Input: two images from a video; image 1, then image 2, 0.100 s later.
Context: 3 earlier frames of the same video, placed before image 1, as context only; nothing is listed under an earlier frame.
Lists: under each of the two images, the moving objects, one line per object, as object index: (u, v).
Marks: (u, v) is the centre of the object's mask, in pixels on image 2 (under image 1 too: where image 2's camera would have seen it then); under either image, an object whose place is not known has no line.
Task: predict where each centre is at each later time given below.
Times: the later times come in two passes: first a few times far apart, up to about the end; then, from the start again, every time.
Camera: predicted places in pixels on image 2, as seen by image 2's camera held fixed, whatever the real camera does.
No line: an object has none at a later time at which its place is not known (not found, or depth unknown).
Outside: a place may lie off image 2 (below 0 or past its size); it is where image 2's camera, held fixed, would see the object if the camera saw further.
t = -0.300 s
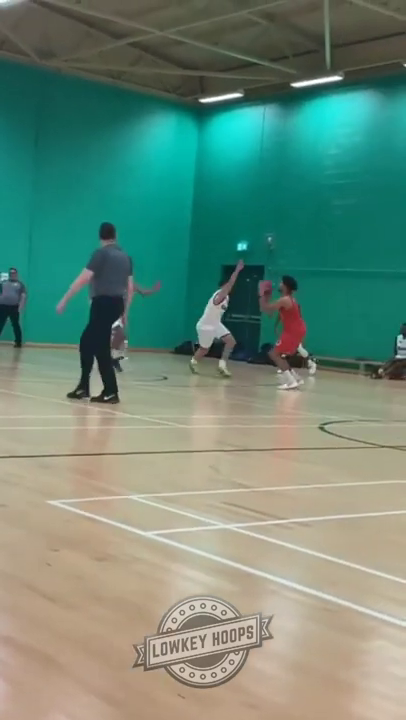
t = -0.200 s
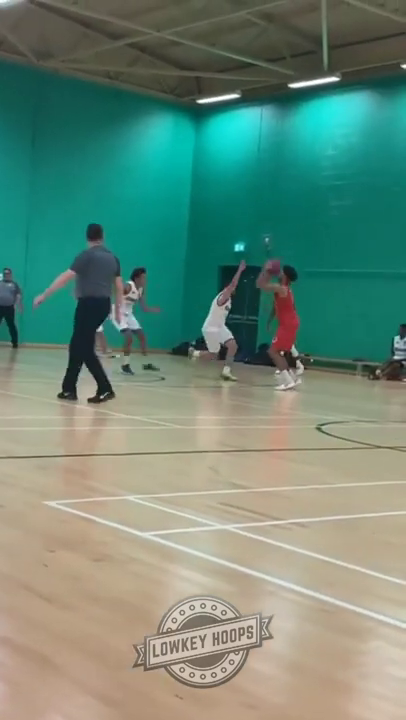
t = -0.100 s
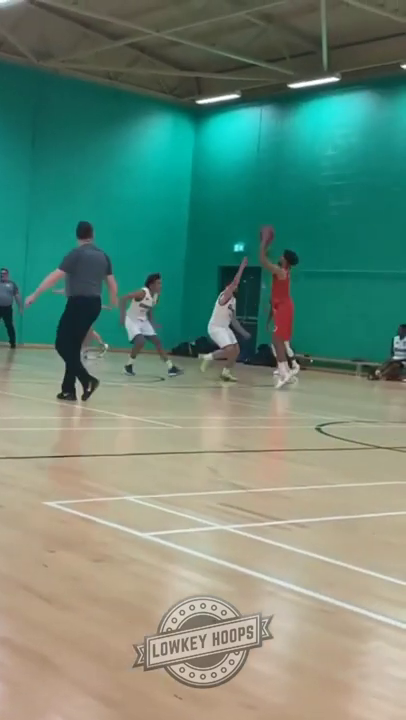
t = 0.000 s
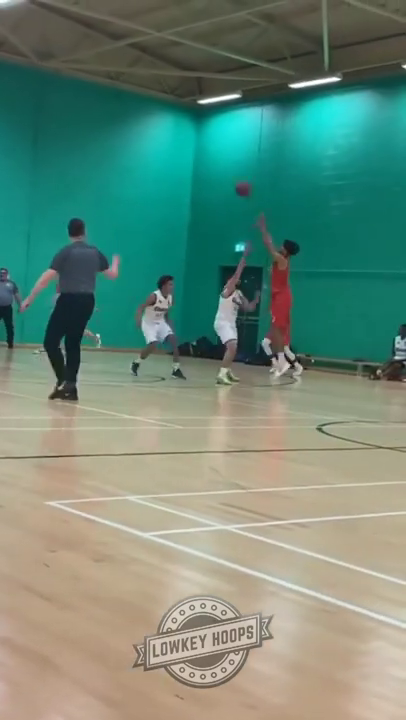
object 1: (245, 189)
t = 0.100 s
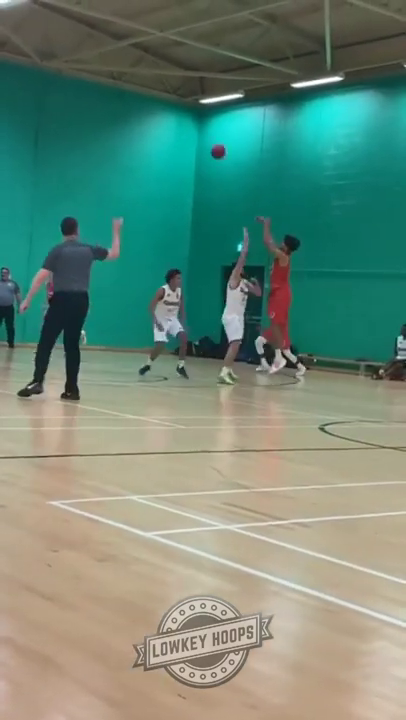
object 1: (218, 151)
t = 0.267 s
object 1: (174, 104)
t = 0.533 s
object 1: (108, 70)
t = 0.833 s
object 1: (37, 83)
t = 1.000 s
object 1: (1, 110)
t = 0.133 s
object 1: (209, 140)
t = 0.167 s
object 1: (201, 131)
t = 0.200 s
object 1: (192, 121)
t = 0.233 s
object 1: (183, 113)
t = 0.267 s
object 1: (174, 104)
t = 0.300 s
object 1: (166, 98)
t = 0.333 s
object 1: (157, 90)
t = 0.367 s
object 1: (148, 86)
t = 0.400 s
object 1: (141, 82)
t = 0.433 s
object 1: (133, 77)
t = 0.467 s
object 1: (124, 75)
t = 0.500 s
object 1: (117, 72)
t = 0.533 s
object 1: (108, 70)
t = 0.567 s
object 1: (100, 68)
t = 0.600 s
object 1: (92, 68)
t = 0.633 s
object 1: (84, 68)
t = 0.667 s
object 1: (75, 69)
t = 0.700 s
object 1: (68, 70)
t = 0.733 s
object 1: (60, 72)
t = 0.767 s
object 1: (53, 75)
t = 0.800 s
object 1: (45, 78)
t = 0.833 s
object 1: (37, 83)
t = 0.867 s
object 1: (31, 87)
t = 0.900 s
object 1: (23, 92)
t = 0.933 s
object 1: (16, 97)
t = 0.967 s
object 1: (8, 103)
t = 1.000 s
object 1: (1, 110)
